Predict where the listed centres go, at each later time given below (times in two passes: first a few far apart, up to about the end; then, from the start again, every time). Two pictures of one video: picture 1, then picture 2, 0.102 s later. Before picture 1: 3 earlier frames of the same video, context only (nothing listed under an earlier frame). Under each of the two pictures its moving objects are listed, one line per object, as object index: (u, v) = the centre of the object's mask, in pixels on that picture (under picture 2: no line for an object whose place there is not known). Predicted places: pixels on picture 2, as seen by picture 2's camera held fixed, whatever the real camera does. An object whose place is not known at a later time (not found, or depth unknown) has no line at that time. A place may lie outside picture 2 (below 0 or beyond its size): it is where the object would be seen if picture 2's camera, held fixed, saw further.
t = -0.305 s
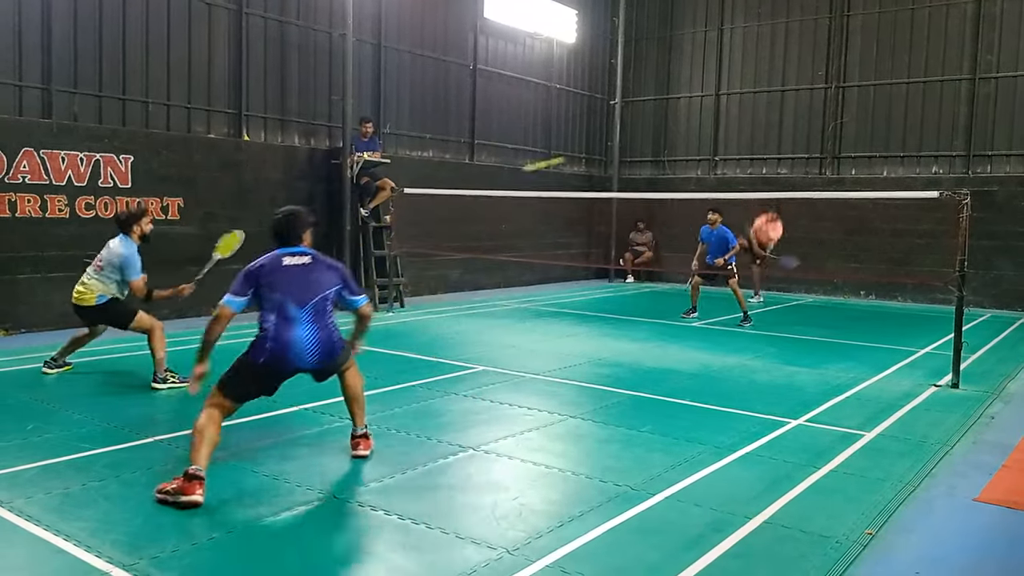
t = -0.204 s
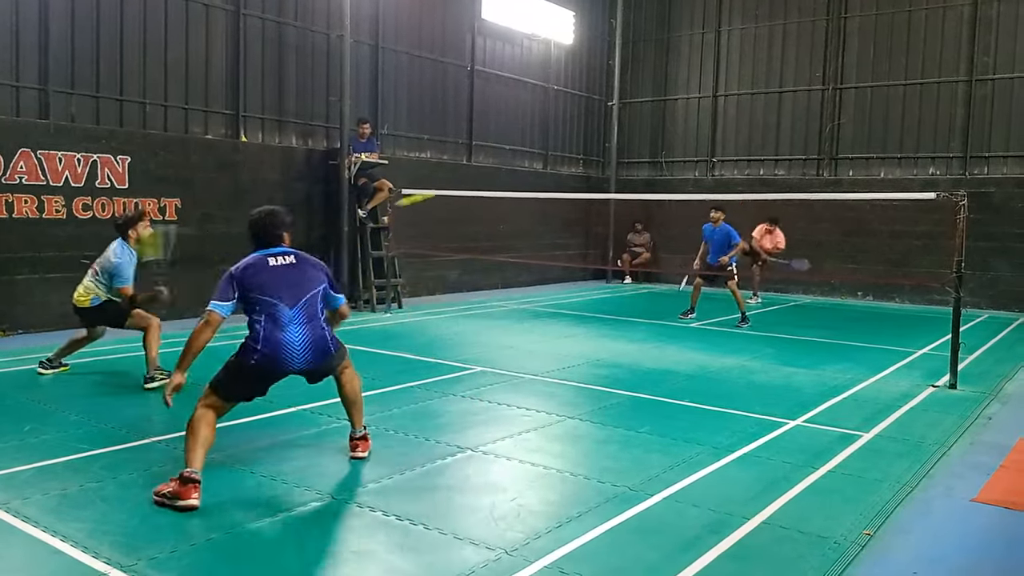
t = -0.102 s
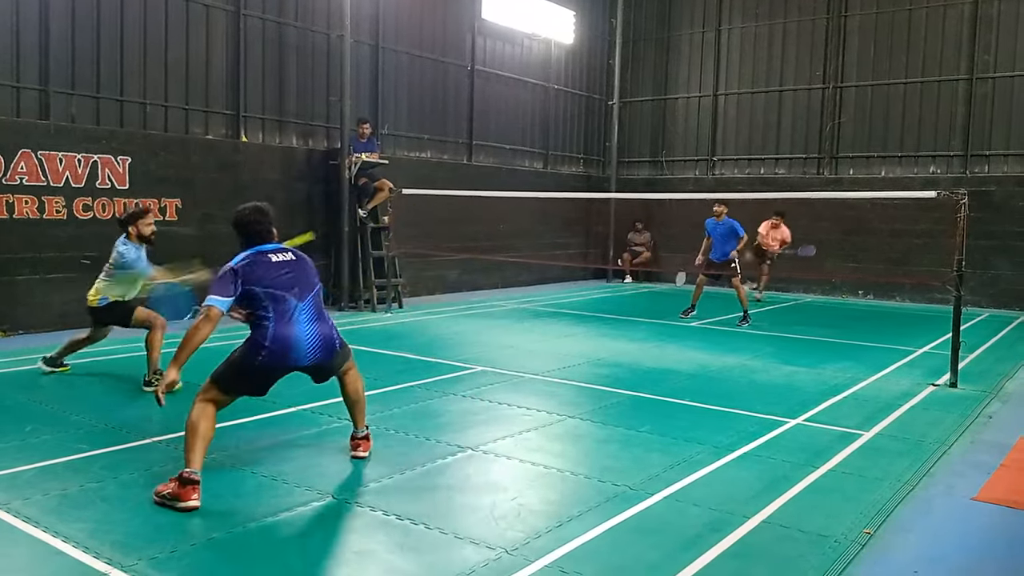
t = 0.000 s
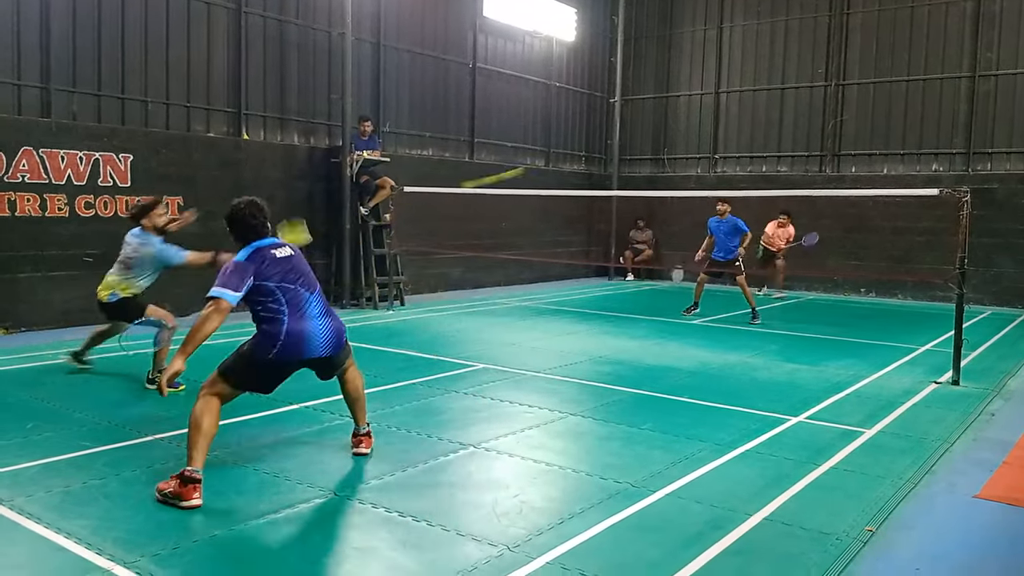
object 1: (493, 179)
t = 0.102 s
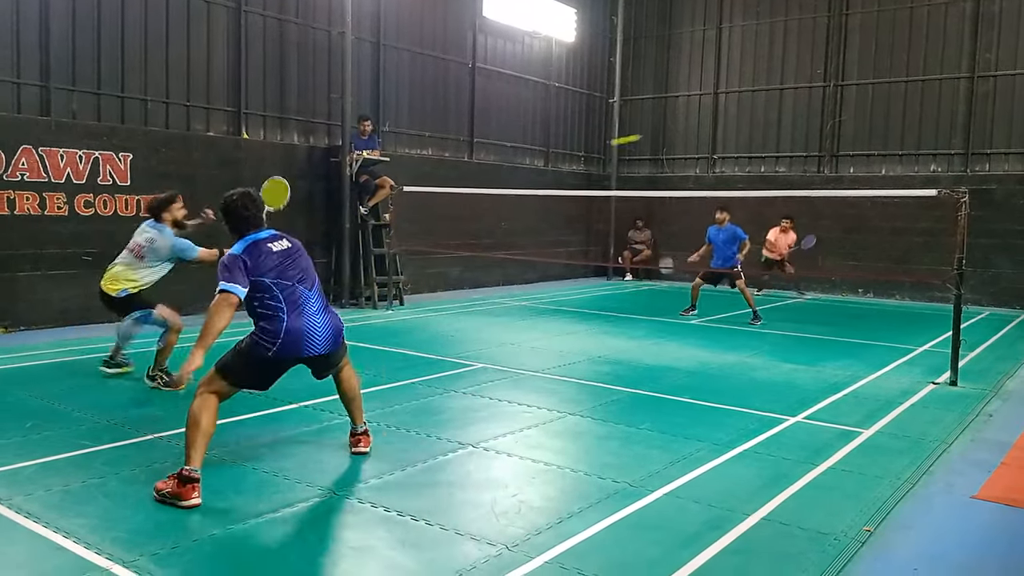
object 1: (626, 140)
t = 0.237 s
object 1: (712, 126)
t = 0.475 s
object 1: (786, 140)
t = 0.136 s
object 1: (653, 134)
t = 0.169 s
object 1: (675, 129)
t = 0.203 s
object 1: (695, 127)
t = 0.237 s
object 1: (712, 126)
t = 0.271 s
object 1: (726, 125)
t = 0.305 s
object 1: (739, 126)
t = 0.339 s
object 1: (750, 128)
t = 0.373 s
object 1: (760, 130)
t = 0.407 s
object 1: (770, 133)
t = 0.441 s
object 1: (778, 136)
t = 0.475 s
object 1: (786, 140)
